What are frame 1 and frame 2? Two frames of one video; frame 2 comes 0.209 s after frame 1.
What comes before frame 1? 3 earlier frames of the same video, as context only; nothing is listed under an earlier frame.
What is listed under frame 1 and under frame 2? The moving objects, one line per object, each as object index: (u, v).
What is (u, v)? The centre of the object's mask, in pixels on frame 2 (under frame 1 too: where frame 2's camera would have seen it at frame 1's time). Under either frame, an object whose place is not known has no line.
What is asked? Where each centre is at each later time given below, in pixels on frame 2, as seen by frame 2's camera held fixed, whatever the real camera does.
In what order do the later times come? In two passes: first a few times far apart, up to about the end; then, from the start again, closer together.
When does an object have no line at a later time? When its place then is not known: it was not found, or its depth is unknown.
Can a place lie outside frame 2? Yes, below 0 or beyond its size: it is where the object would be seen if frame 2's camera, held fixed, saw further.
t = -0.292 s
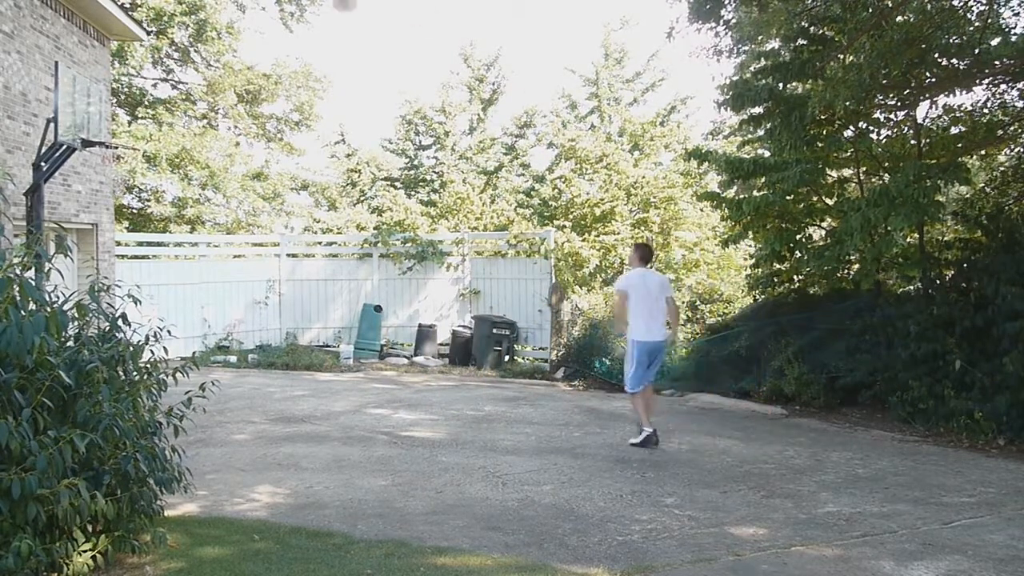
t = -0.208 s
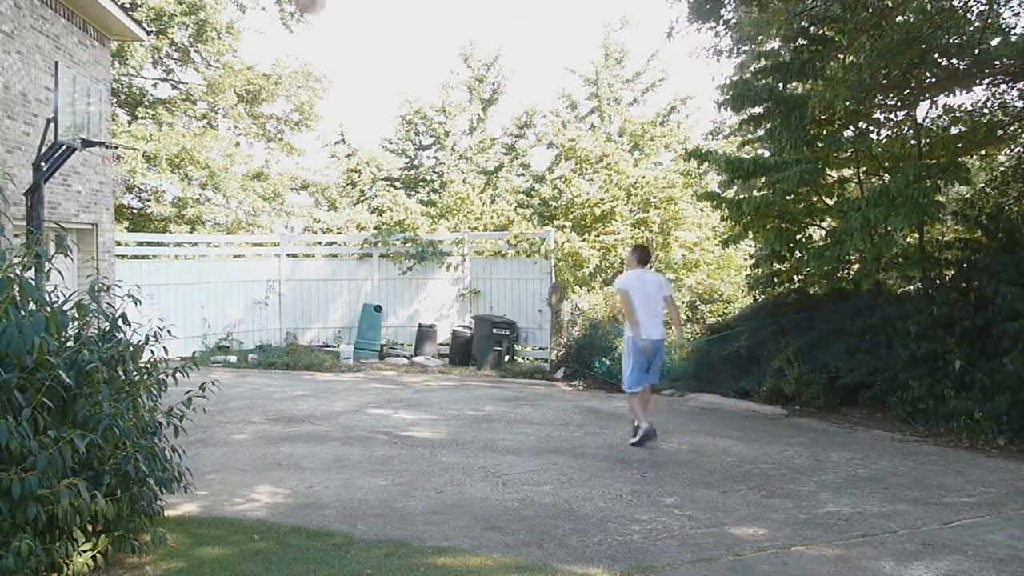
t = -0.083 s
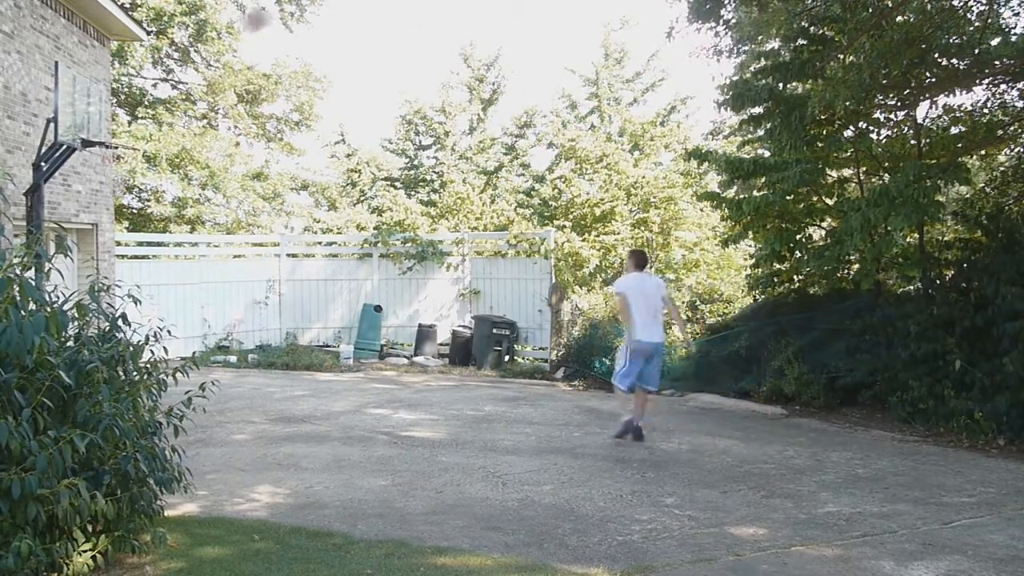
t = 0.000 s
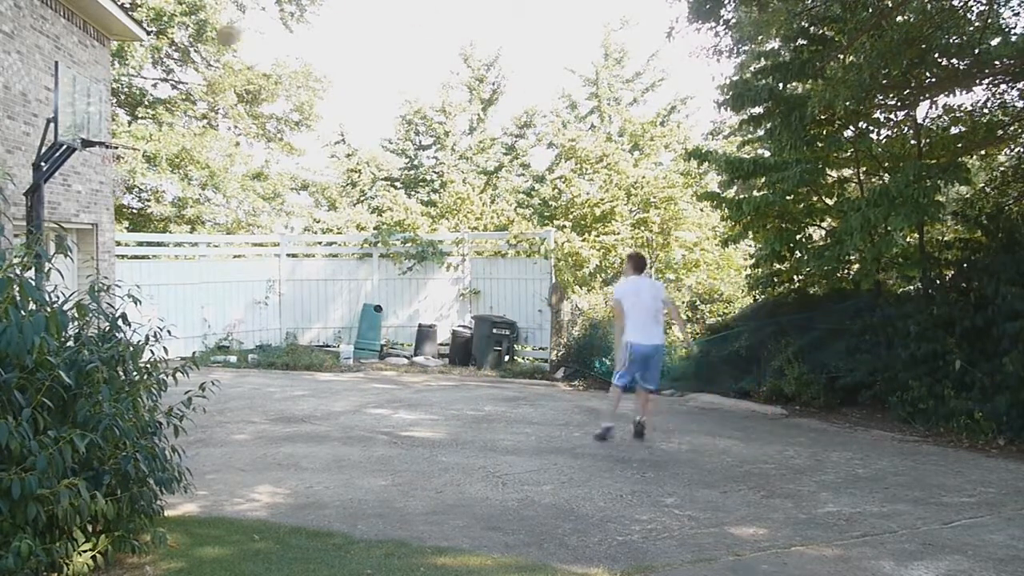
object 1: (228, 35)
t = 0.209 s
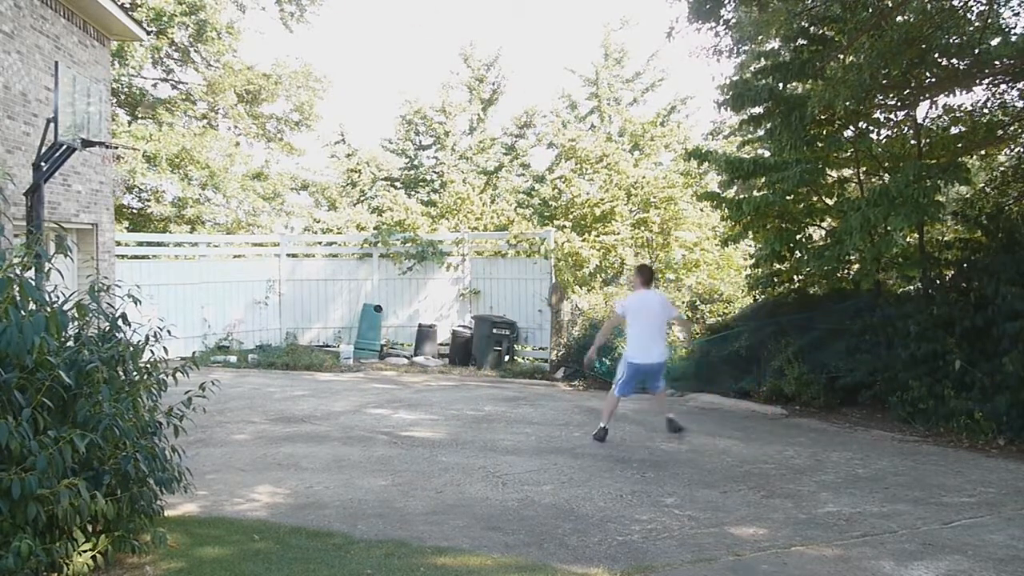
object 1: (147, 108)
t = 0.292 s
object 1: (121, 138)
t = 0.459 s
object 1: (104, 164)
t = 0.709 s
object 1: (118, 168)
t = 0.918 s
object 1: (130, 210)
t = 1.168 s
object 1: (150, 304)
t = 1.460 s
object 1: (172, 357)
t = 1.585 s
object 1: (175, 318)
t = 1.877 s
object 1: (192, 276)
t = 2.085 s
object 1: (203, 291)
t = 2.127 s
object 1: (206, 298)
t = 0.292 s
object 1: (121, 138)
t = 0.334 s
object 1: (112, 155)
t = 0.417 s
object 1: (103, 164)
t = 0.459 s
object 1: (104, 164)
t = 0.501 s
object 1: (107, 163)
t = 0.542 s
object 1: (109, 163)
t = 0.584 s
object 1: (112, 163)
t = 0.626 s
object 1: (114, 163)
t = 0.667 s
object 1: (116, 163)
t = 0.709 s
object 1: (118, 168)
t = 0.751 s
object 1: (122, 175)
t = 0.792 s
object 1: (125, 179)
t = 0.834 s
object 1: (127, 187)
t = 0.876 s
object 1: (130, 196)
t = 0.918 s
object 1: (130, 210)
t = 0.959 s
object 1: (137, 222)
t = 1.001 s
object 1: (138, 234)
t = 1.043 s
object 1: (141, 251)
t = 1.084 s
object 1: (144, 270)
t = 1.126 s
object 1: (147, 286)
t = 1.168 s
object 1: (150, 304)
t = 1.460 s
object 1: (172, 357)
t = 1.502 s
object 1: (171, 341)
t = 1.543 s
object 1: (173, 329)
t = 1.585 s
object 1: (175, 318)
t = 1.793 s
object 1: (187, 282)
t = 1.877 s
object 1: (192, 276)
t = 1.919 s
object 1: (194, 277)
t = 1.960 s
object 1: (196, 279)
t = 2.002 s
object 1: (199, 282)
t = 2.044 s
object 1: (201, 286)
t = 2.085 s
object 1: (203, 291)
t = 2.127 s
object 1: (206, 298)
